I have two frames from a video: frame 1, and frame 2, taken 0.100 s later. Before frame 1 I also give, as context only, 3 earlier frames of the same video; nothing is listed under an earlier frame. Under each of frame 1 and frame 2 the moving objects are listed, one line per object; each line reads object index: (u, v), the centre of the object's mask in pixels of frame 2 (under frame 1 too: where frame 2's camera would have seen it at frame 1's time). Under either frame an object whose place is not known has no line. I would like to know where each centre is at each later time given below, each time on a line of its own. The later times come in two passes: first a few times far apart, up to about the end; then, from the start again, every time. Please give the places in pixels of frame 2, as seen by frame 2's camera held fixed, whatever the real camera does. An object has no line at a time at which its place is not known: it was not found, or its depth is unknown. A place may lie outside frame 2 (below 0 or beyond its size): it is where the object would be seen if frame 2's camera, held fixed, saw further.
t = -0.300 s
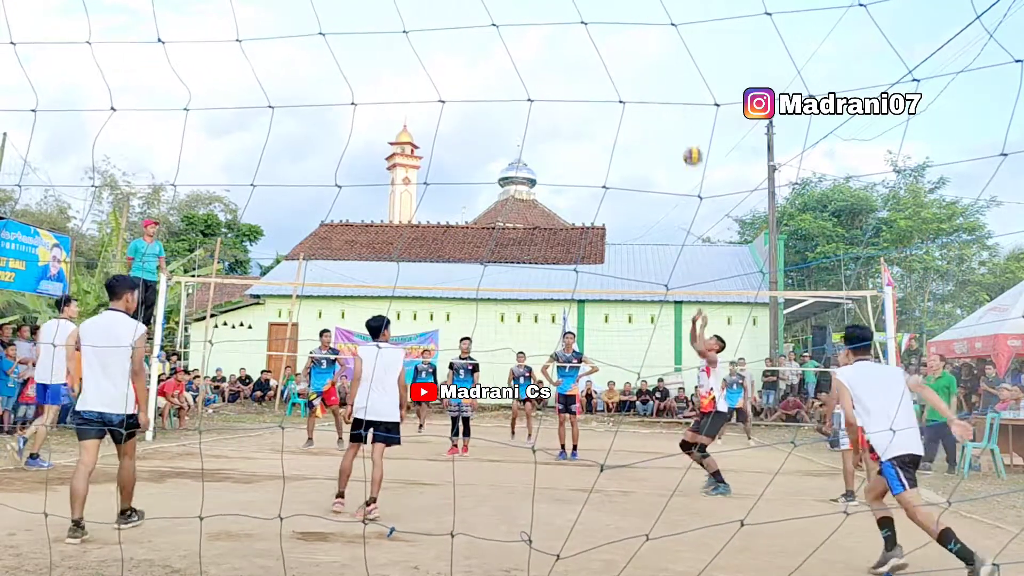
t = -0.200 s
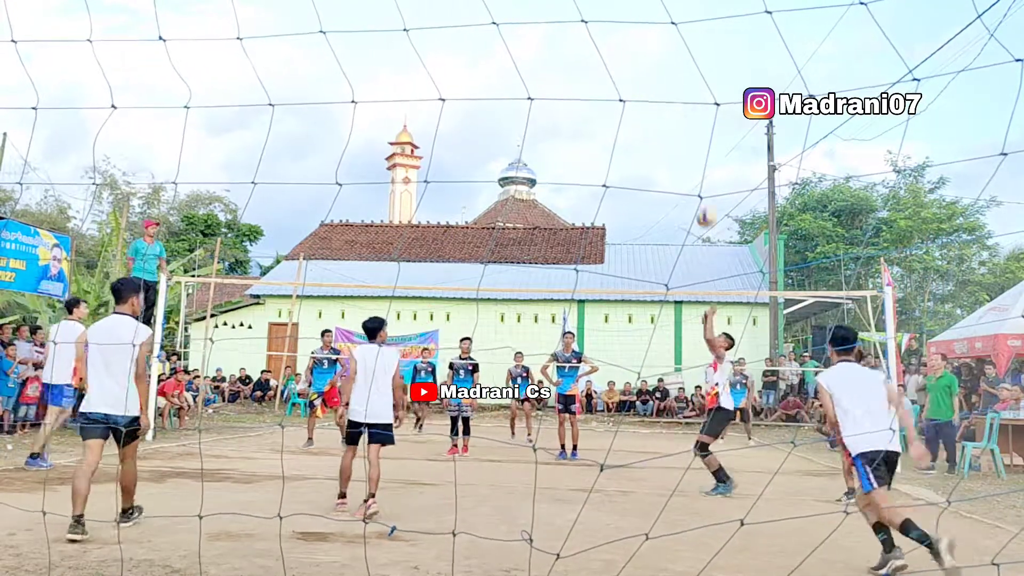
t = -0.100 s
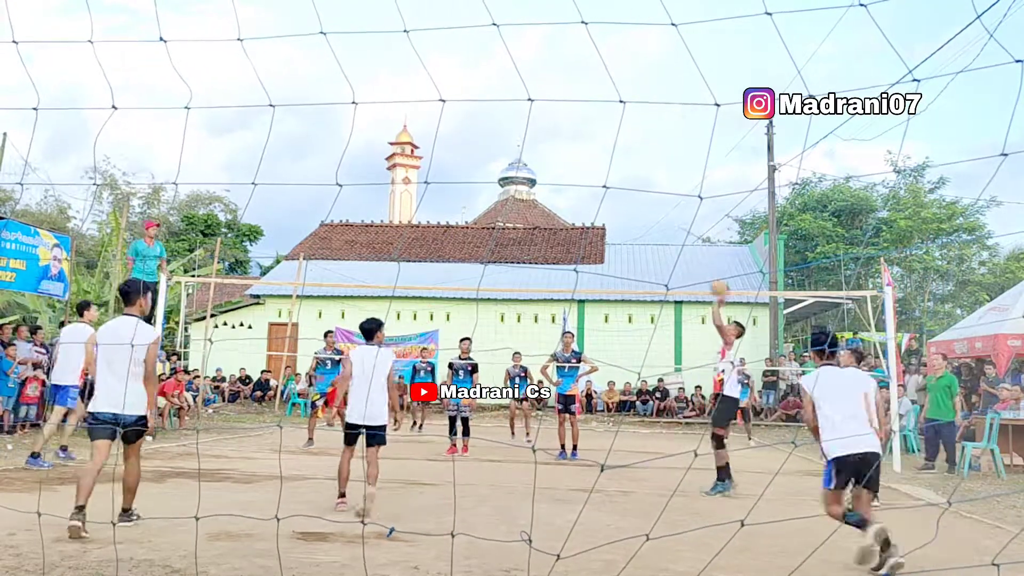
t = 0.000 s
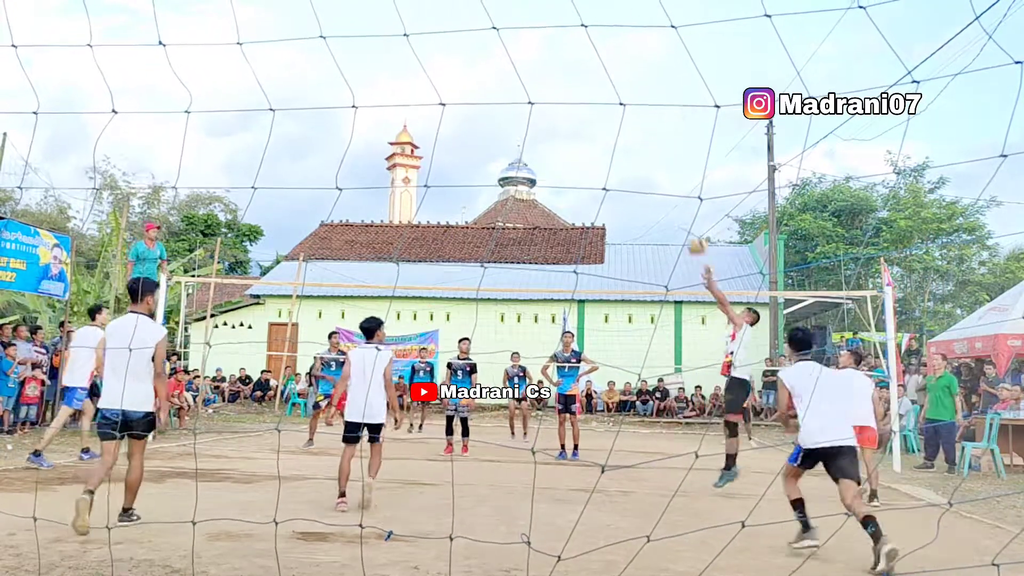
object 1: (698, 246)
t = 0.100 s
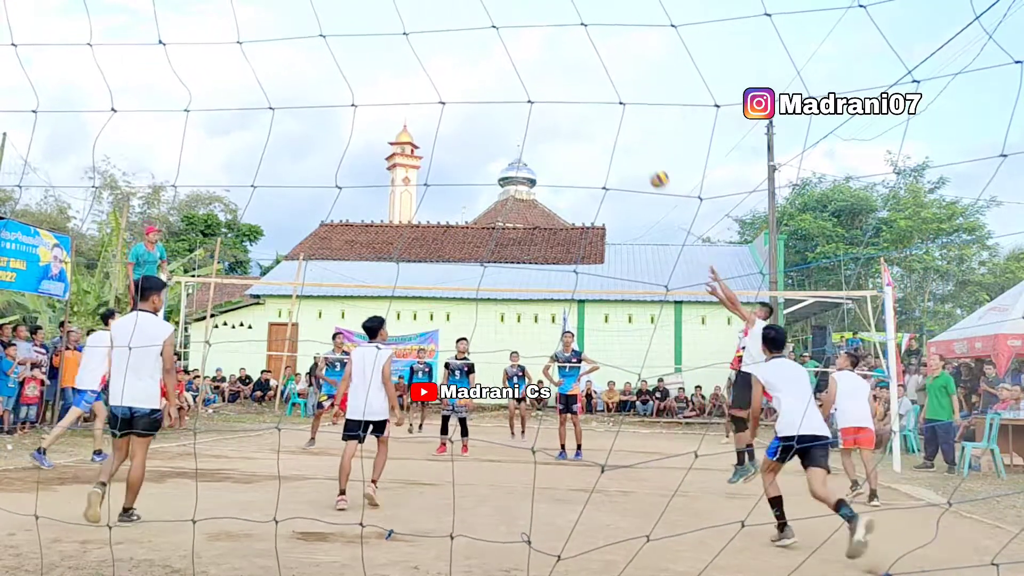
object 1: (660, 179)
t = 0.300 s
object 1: (591, 83)
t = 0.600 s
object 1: (506, 12)
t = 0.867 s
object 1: (438, 12)
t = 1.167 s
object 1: (368, 73)
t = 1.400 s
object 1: (319, 161)
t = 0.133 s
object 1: (647, 160)
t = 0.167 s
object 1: (635, 142)
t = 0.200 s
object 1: (623, 126)
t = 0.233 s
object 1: (614, 111)
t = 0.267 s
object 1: (602, 96)
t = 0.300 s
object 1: (591, 83)
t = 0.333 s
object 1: (581, 71)
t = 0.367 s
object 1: (572, 60)
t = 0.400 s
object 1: (562, 50)
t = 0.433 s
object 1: (553, 42)
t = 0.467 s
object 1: (543, 34)
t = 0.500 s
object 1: (534, 27)
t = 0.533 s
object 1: (525, 21)
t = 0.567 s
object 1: (515, 16)
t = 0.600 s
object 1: (506, 12)
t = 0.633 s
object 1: (498, 9)
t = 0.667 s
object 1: (489, 7)
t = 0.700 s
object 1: (480, 7)
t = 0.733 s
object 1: (471, 7)
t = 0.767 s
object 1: (463, 7)
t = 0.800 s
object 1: (455, 8)
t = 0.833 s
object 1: (447, 9)
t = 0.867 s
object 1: (438, 12)
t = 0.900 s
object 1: (430, 16)
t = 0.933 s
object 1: (423, 20)
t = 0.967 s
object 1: (414, 26)
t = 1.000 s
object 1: (406, 33)
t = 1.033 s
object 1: (399, 39)
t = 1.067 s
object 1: (391, 46)
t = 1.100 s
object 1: (383, 55)
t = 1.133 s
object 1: (376, 64)
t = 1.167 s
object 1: (368, 73)
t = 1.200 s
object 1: (361, 84)
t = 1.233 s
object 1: (353, 95)
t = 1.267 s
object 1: (347, 107)
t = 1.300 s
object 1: (339, 119)
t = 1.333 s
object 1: (333, 133)
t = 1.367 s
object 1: (326, 146)
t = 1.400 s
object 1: (319, 161)
